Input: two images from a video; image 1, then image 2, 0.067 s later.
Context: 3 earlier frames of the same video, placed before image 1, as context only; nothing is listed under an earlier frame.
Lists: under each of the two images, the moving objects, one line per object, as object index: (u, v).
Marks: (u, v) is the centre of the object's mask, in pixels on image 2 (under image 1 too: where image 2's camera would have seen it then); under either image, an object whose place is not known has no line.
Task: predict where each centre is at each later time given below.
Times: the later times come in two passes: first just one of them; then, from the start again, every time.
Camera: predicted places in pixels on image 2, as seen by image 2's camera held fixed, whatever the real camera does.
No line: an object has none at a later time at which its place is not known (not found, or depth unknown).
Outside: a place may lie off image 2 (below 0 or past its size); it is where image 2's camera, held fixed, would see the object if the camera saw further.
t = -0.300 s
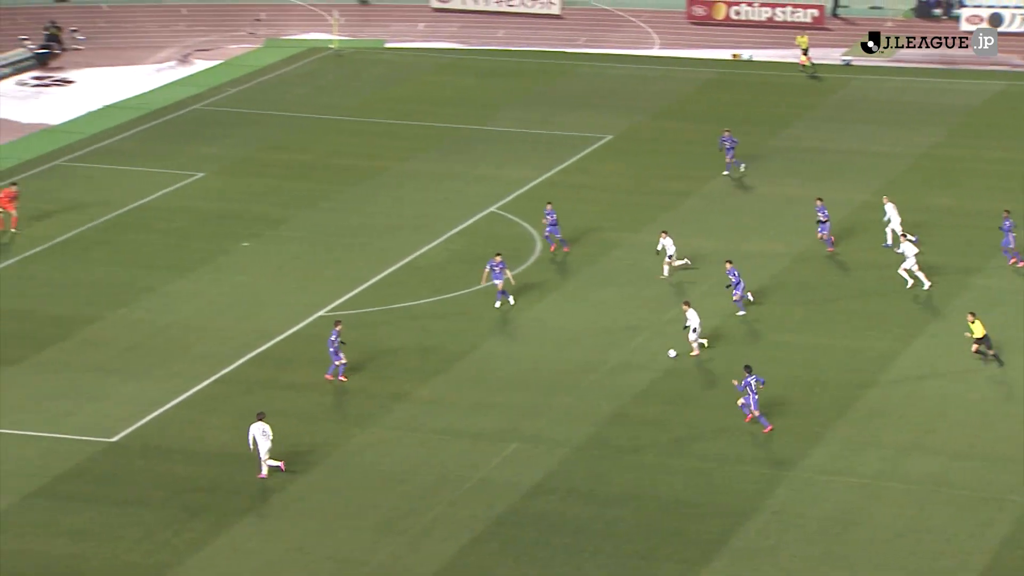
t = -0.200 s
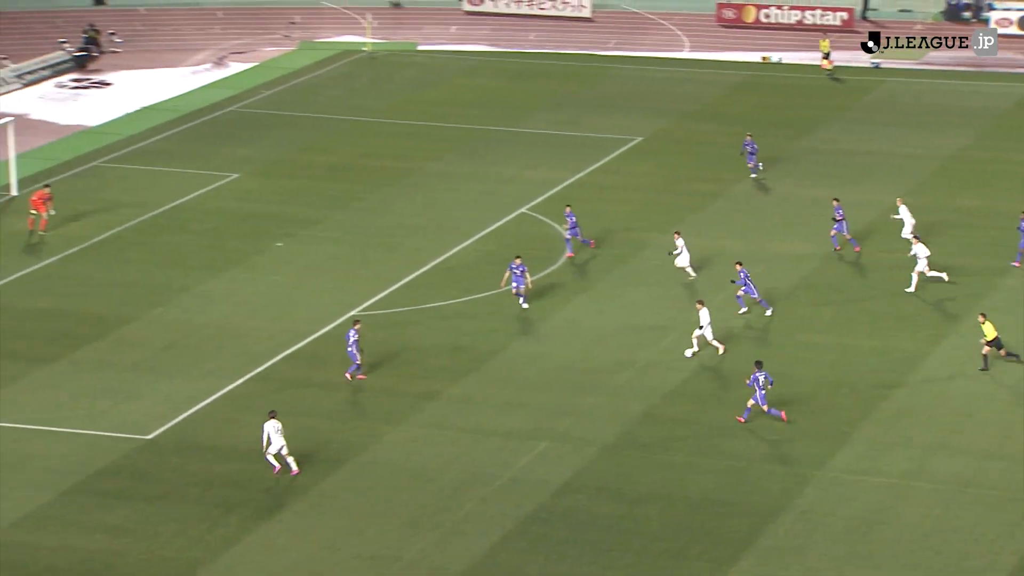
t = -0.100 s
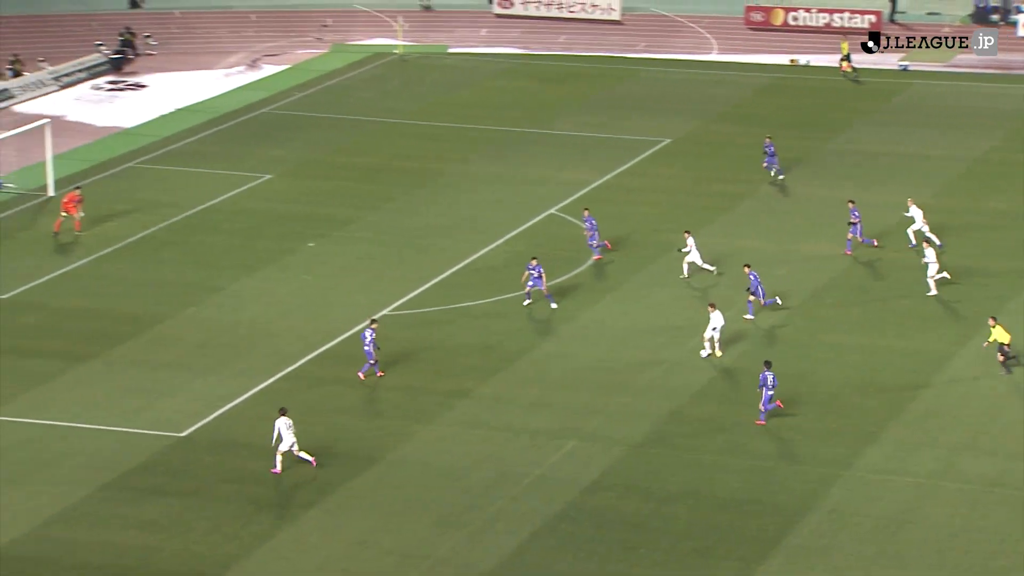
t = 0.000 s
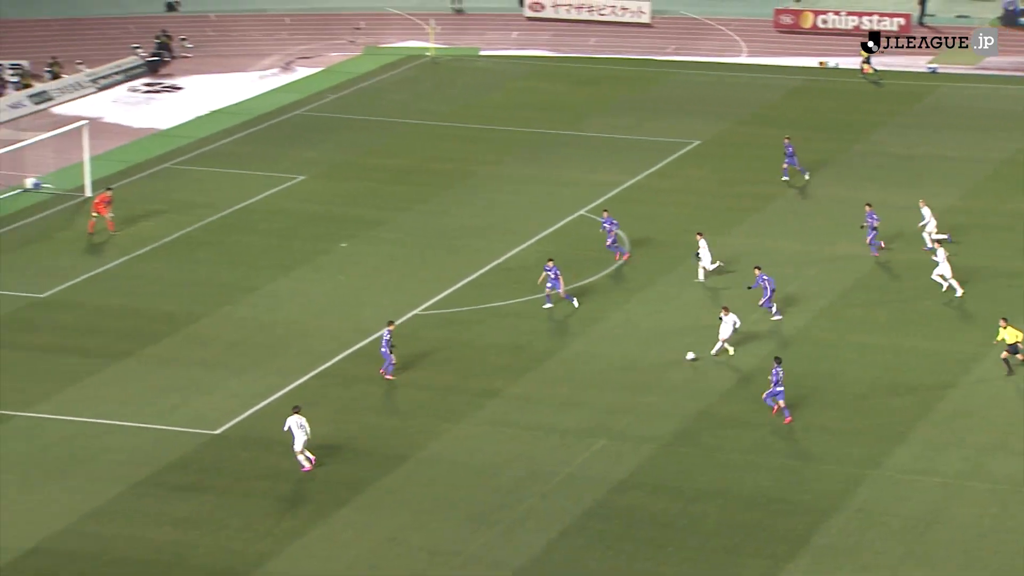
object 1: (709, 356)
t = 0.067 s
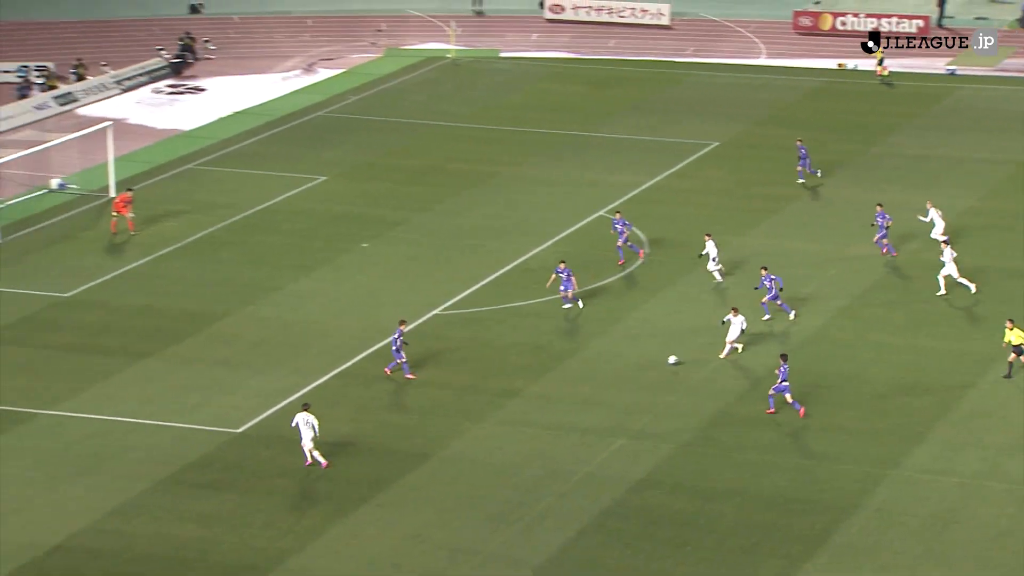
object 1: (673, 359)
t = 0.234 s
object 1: (581, 377)
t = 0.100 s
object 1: (655, 362)
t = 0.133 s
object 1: (636, 365)
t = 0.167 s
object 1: (618, 369)
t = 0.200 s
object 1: (600, 372)
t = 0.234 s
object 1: (581, 377)
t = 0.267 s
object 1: (564, 379)
